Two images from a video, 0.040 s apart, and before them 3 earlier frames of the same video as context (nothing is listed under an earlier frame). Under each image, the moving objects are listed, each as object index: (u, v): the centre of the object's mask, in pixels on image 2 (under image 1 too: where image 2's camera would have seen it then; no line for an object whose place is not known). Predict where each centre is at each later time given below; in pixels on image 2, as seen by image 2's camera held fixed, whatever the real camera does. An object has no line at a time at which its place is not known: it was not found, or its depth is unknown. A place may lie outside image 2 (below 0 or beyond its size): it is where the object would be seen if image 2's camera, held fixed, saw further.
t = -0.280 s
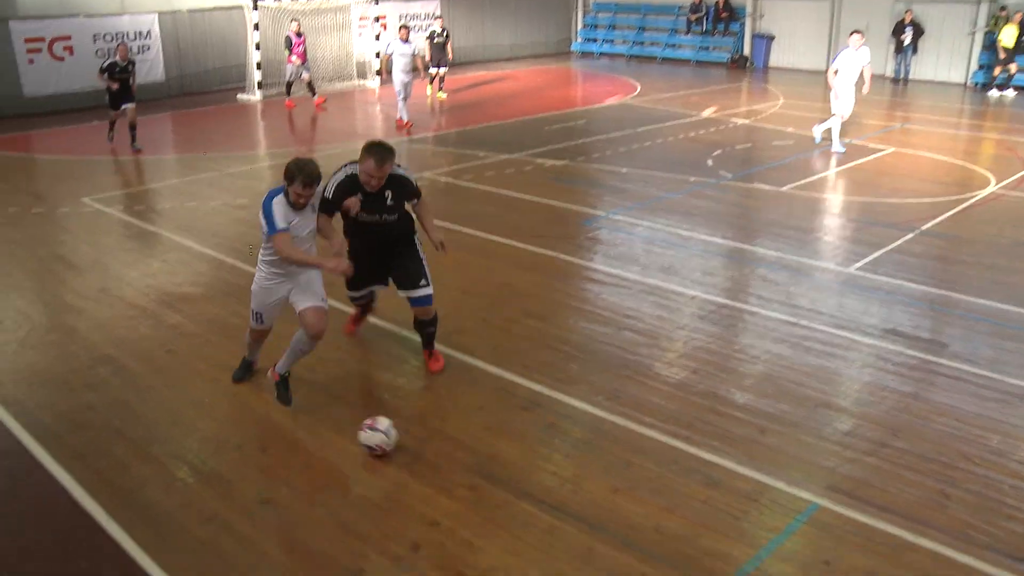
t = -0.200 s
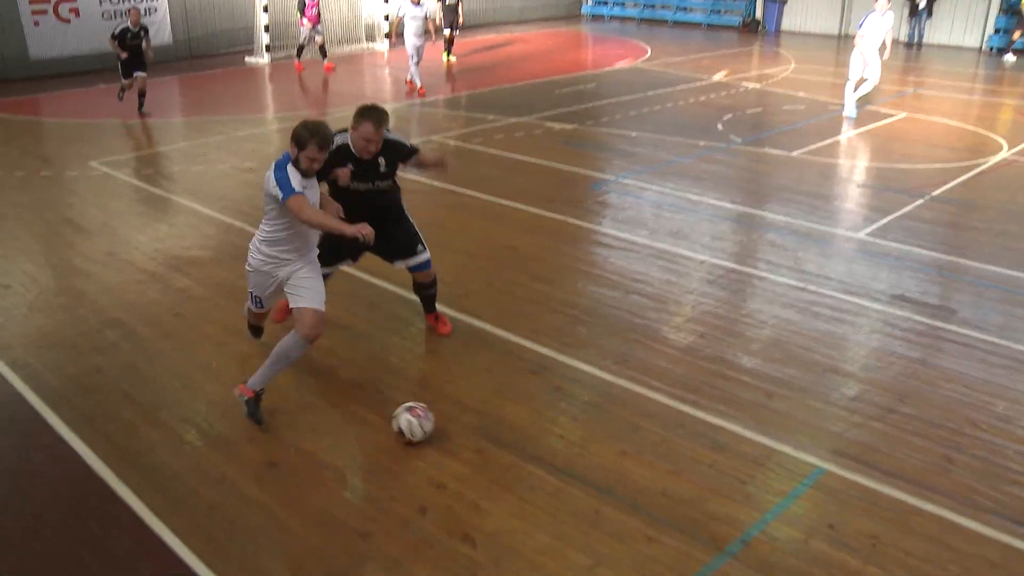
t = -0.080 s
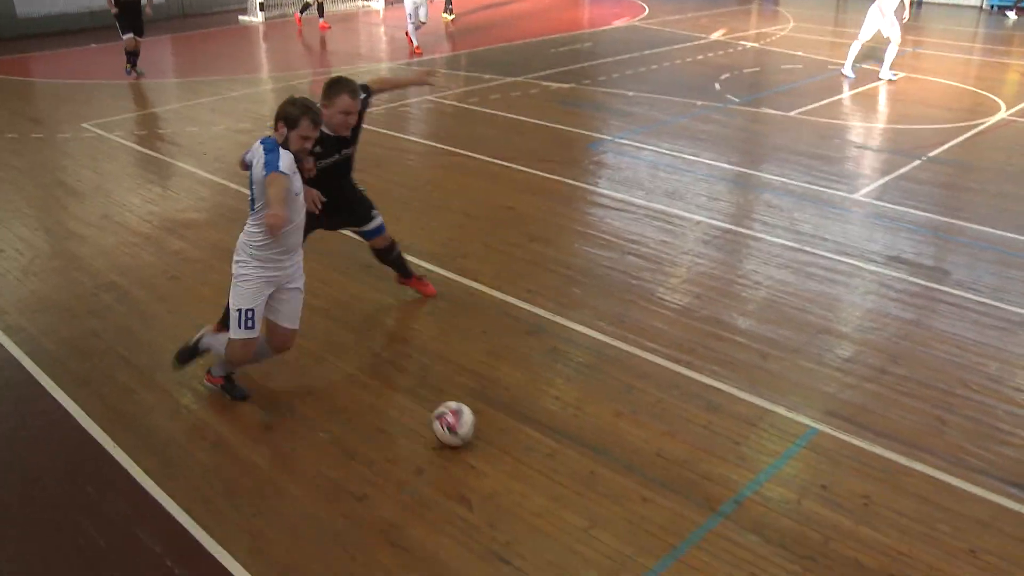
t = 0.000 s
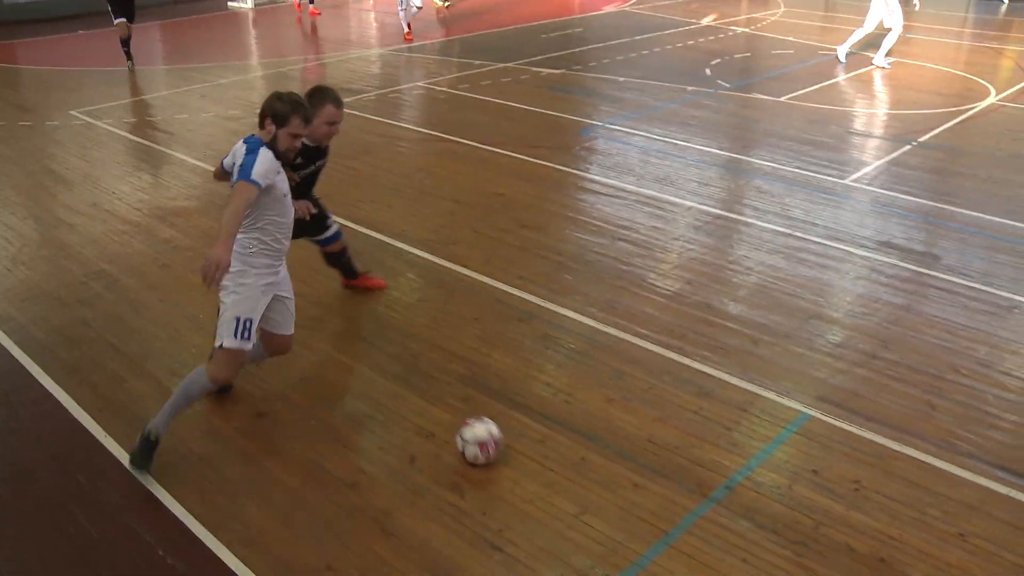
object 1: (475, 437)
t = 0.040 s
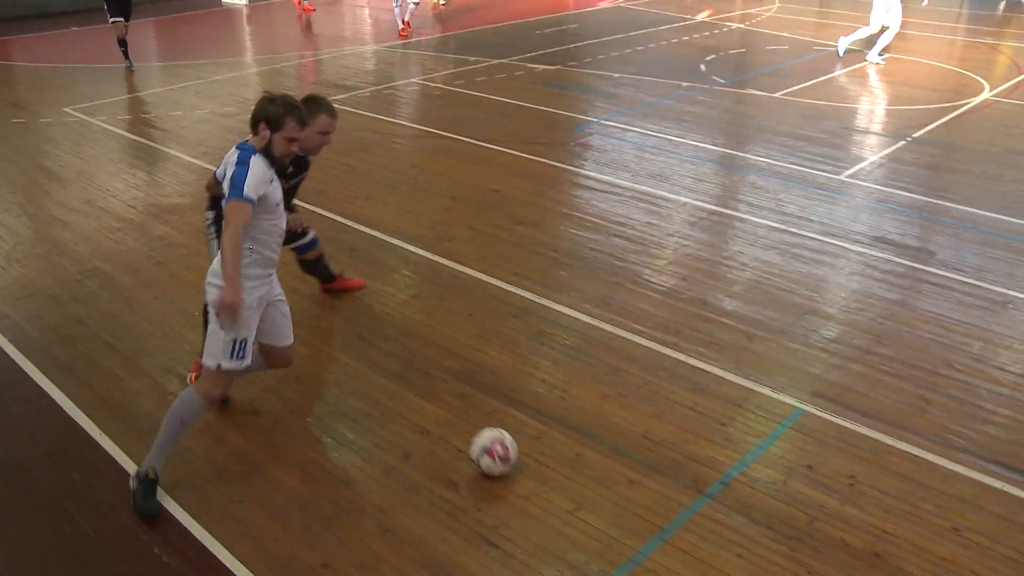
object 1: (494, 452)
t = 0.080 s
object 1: (513, 469)
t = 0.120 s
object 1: (533, 486)
